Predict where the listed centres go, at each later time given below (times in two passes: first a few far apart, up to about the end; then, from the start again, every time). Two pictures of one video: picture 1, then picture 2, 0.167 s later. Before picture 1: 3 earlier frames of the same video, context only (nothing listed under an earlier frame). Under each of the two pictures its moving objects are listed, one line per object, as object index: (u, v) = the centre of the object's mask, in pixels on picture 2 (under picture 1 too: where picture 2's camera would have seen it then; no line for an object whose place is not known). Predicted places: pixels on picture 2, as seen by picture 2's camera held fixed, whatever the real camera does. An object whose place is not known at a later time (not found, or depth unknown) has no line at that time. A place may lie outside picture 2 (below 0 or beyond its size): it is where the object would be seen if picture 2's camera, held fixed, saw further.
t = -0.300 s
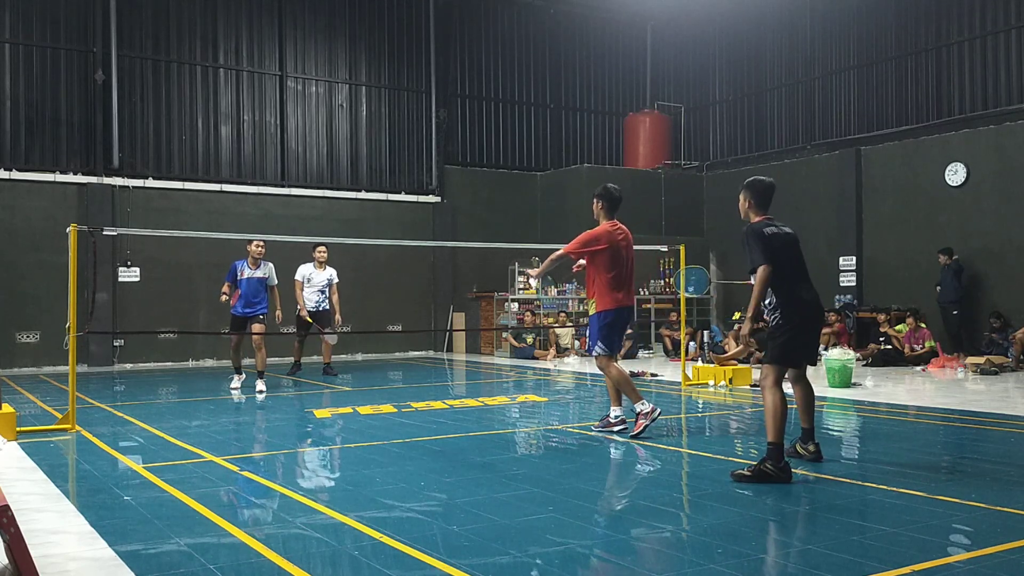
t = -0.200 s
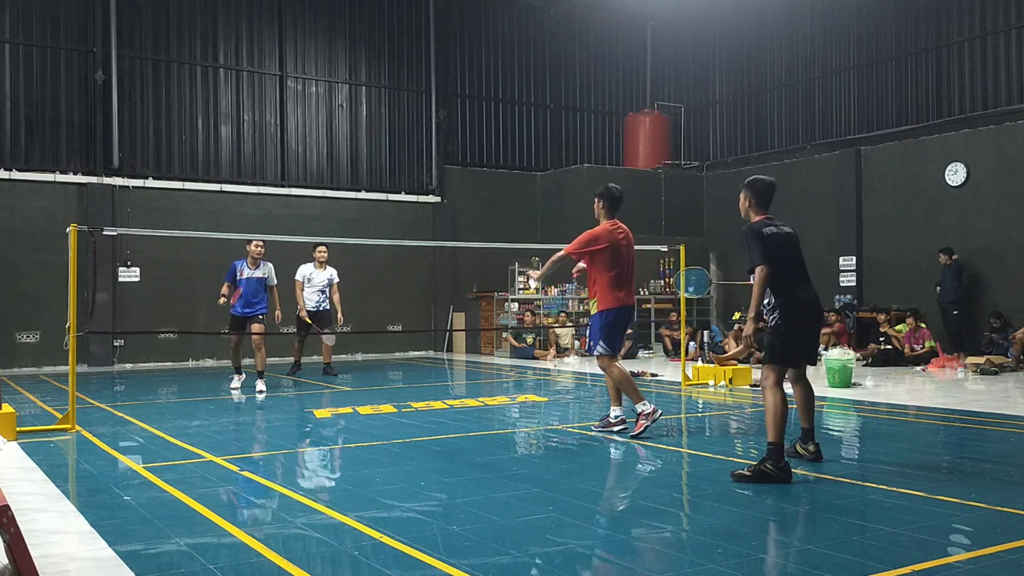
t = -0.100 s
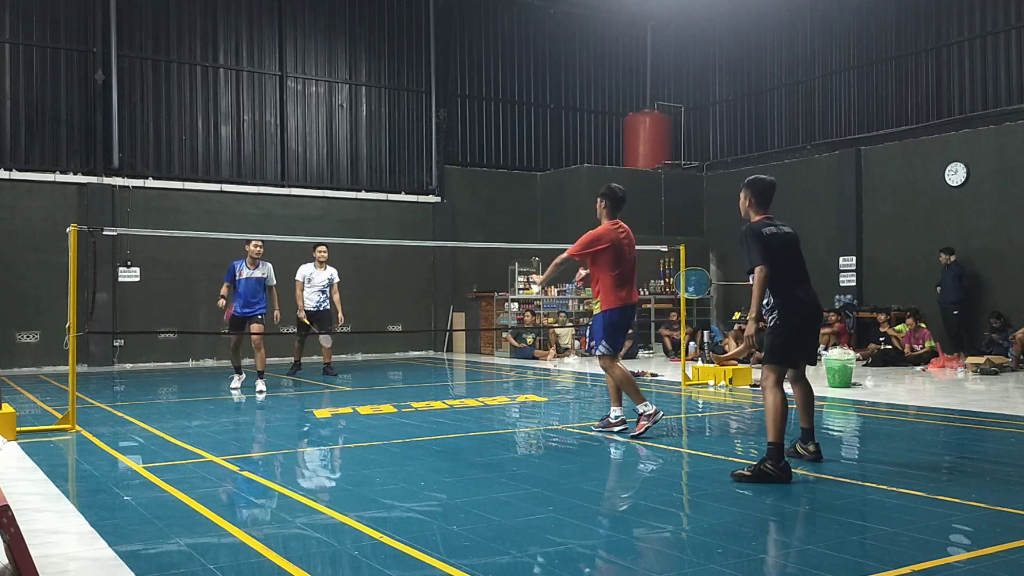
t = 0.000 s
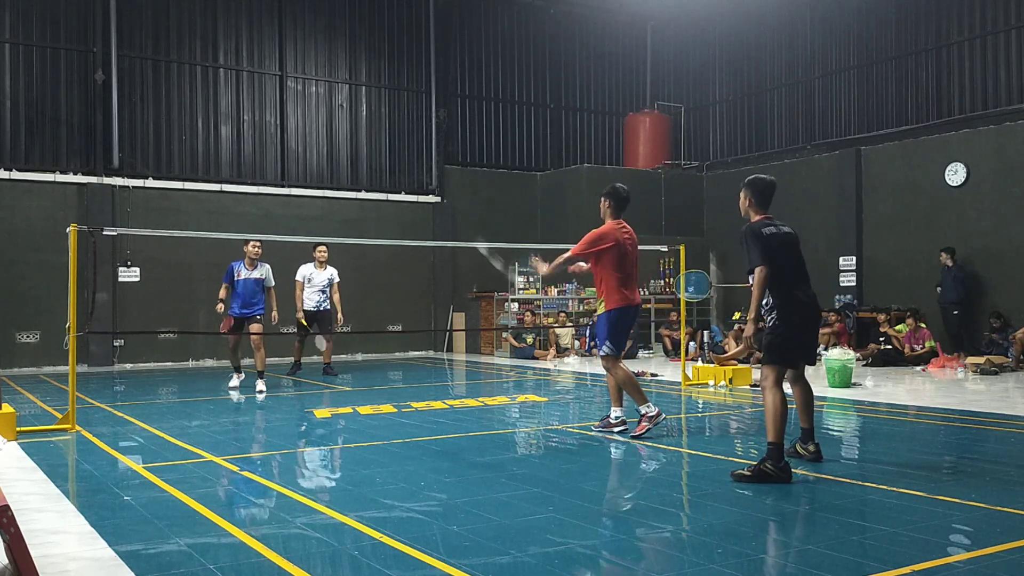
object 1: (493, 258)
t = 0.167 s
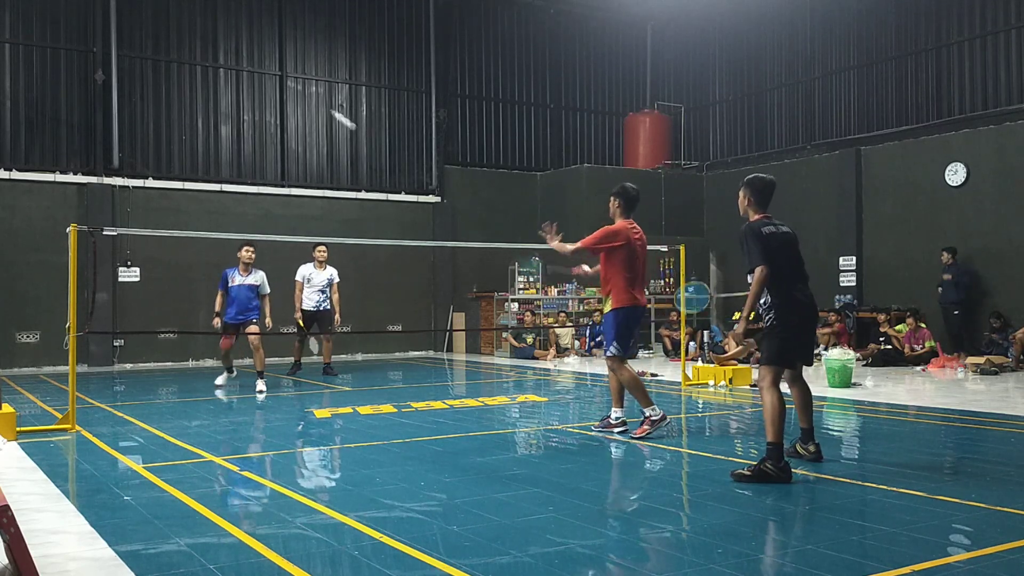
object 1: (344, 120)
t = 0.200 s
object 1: (322, 104)
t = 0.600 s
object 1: (187, 64)
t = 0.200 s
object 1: (322, 104)
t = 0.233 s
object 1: (305, 93)
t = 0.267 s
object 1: (290, 84)
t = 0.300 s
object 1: (275, 76)
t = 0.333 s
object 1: (262, 69)
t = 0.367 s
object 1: (251, 65)
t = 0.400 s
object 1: (239, 62)
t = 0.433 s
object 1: (228, 60)
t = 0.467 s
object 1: (219, 59)
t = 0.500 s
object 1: (210, 58)
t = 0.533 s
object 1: (202, 59)
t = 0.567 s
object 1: (194, 61)
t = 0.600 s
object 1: (187, 64)
